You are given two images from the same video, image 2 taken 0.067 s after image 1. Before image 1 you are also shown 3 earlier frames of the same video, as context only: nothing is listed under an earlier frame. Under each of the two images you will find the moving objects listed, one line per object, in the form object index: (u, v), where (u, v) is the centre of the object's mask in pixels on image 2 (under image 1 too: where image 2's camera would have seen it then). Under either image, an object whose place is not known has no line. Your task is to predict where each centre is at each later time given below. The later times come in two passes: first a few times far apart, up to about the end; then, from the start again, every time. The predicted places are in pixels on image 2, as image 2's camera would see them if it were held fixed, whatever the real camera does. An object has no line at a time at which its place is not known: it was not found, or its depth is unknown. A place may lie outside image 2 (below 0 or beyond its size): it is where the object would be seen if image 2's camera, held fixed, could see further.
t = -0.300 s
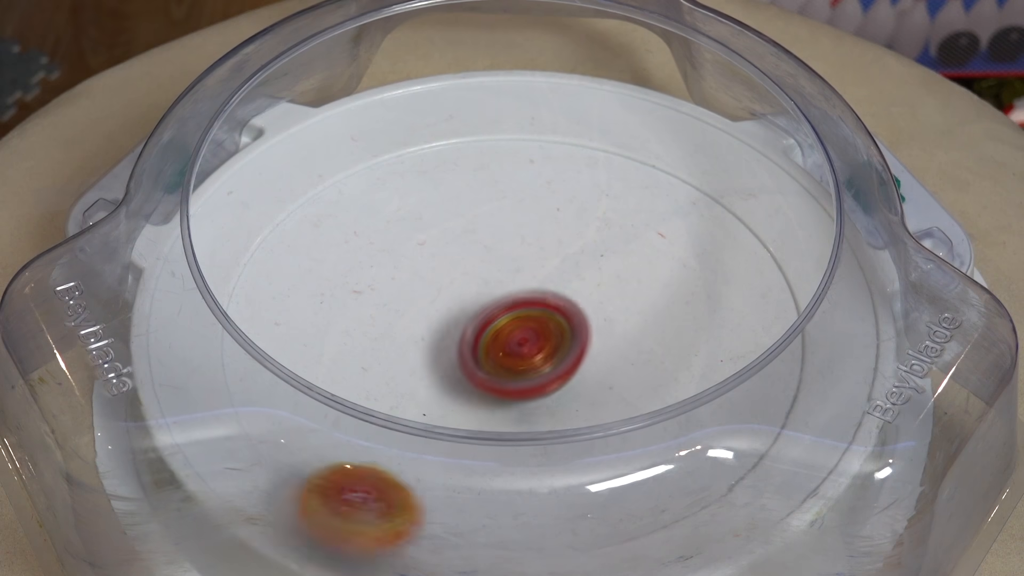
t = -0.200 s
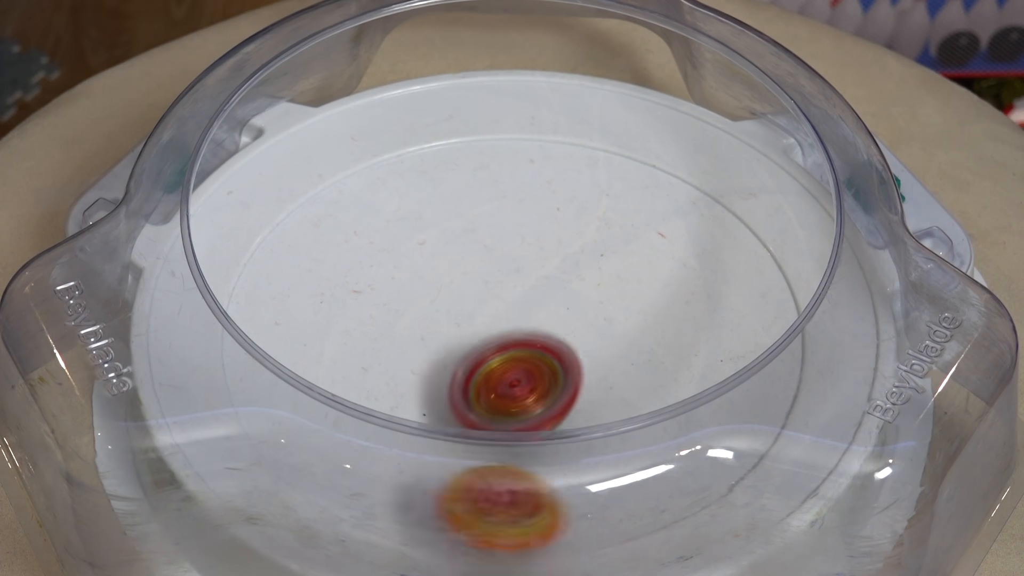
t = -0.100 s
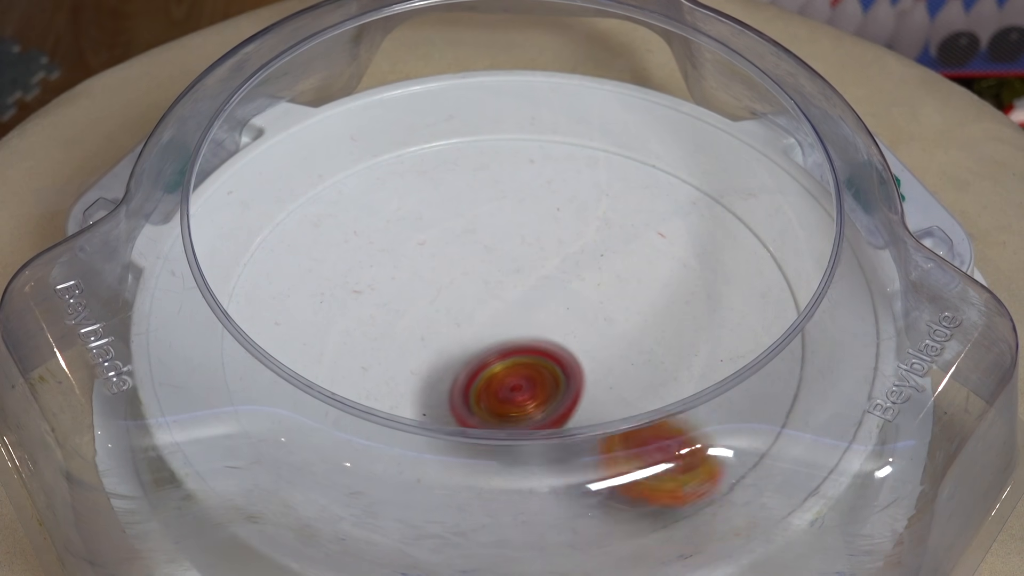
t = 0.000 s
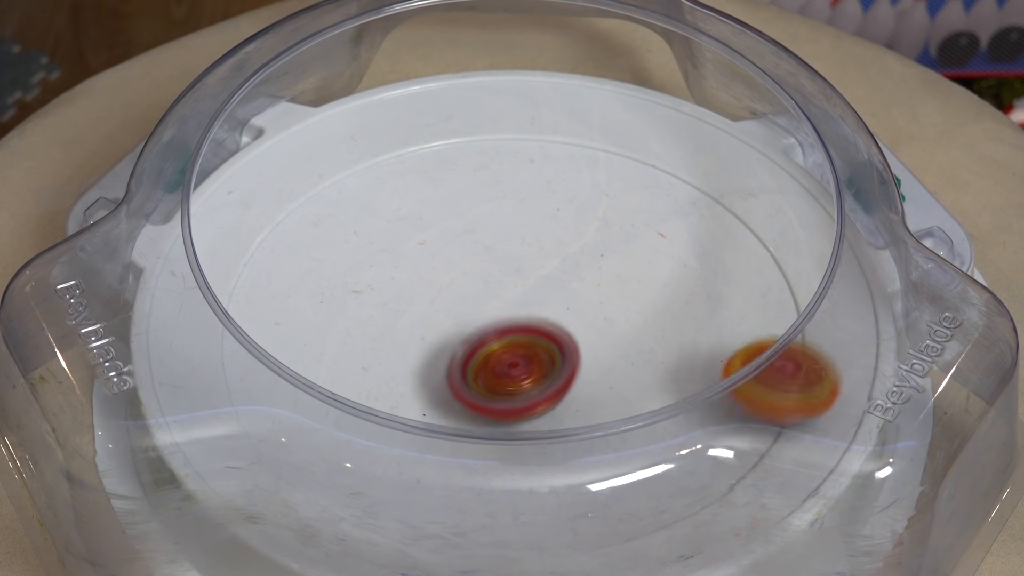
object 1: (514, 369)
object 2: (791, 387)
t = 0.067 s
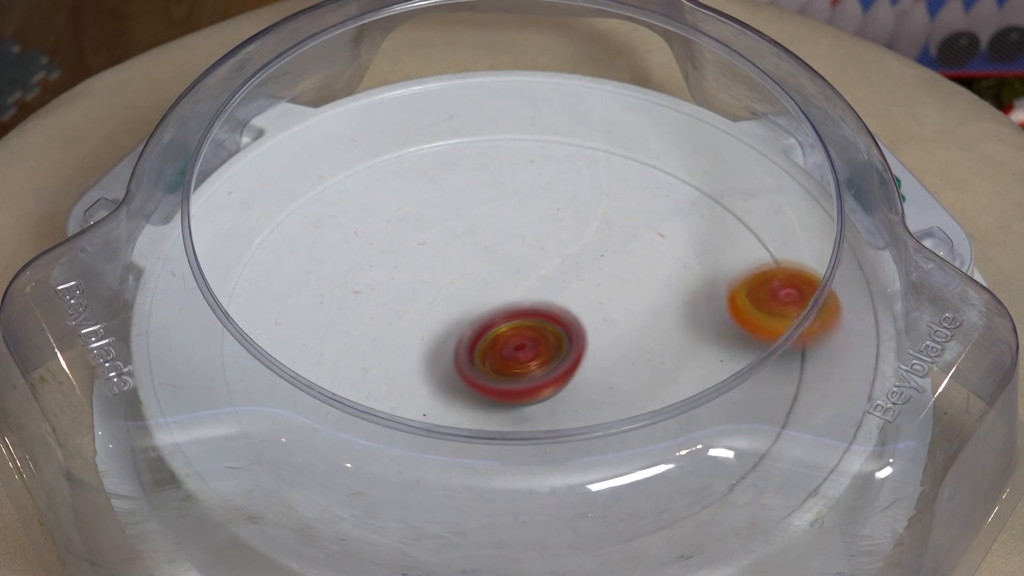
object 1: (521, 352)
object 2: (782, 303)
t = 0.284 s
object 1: (552, 342)
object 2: (487, 117)
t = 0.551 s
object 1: (576, 376)
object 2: (357, 472)
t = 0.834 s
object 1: (550, 383)
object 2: (734, 198)
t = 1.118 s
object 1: (522, 376)
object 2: (358, 191)
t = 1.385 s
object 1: (576, 427)
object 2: (455, 412)
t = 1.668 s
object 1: (773, 378)
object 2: (624, 270)
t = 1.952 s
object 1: (661, 283)
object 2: (421, 189)
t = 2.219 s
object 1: (439, 322)
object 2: (454, 477)
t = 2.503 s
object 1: (450, 471)
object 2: (775, 363)
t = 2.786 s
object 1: (667, 388)
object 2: (548, 165)
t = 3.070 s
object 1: (447, 250)
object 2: (308, 342)
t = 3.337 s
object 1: (305, 329)
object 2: (581, 502)
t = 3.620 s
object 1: (526, 431)
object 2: (685, 240)
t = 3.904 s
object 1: (620, 238)
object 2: (351, 192)
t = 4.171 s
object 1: (418, 179)
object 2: (302, 422)
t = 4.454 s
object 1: (371, 356)
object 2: (705, 391)
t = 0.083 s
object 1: (523, 350)
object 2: (772, 282)
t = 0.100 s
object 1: (525, 345)
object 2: (767, 263)
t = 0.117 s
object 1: (528, 342)
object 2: (755, 242)
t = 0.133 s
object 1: (530, 341)
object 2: (741, 221)
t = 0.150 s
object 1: (532, 339)
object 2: (724, 201)
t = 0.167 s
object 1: (534, 338)
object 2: (705, 180)
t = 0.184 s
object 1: (535, 337)
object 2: (684, 161)
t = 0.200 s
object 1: (538, 336)
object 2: (662, 142)
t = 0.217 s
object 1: (540, 335)
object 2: (630, 130)
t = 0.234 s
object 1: (542, 338)
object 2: (594, 123)
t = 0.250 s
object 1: (545, 337)
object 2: (558, 120)
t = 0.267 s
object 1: (549, 339)
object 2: (522, 121)
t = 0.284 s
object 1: (552, 342)
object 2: (487, 117)
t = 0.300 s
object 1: (554, 342)
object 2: (450, 118)
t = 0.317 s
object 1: (557, 344)
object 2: (415, 126)
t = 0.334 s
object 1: (559, 347)
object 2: (380, 139)
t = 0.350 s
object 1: (562, 349)
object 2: (349, 153)
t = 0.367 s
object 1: (564, 351)
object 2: (320, 172)
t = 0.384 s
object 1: (567, 354)
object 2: (293, 194)
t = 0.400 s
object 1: (570, 357)
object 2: (271, 218)
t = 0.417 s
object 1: (572, 359)
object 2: (254, 244)
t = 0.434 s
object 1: (573, 361)
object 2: (250, 273)
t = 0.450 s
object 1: (574, 364)
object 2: (241, 303)
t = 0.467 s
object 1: (576, 367)
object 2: (245, 332)
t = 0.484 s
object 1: (577, 369)
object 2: (249, 368)
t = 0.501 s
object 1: (577, 371)
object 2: (261, 403)
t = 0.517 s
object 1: (577, 373)
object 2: (289, 428)
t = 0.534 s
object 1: (577, 374)
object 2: (320, 451)
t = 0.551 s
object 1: (576, 376)
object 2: (357, 472)
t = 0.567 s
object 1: (575, 378)
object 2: (396, 491)
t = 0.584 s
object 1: (574, 379)
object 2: (443, 503)
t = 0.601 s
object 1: (573, 380)
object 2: (488, 508)
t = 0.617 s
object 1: (571, 381)
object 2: (538, 510)
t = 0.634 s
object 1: (569, 381)
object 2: (586, 505)
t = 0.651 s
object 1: (567, 382)
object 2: (629, 495)
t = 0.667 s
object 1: (565, 382)
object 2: (674, 478)
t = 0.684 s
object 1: (564, 383)
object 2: (713, 455)
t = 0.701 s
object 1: (562, 383)
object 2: (746, 433)
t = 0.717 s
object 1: (560, 383)
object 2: (771, 408)
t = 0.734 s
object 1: (558, 384)
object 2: (788, 374)
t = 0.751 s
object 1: (556, 384)
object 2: (794, 341)
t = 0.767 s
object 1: (555, 384)
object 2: (795, 309)
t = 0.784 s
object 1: (554, 384)
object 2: (782, 276)
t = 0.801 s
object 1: (553, 384)
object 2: (778, 247)
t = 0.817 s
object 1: (551, 383)
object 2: (761, 221)
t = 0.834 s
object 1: (550, 383)
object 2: (734, 198)
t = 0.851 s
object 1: (550, 382)
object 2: (705, 173)
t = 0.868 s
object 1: (549, 382)
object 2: (676, 152)
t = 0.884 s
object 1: (548, 381)
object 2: (642, 133)
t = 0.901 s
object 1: (547, 381)
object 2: (605, 116)
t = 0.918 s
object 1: (545, 381)
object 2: (567, 102)
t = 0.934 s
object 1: (544, 381)
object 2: (530, 90)
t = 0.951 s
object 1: (543, 381)
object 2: (496, 79)
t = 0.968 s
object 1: (541, 381)
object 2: (460, 68)
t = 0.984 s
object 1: (539, 381)
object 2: (429, 60)
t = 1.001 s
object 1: (539, 381)
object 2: (401, 58)
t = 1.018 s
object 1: (537, 381)
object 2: (393, 71)
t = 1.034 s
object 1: (535, 381)
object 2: (386, 90)
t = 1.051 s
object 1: (533, 381)
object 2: (379, 110)
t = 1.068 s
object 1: (530, 379)
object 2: (373, 128)
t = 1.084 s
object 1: (528, 378)
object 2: (367, 147)
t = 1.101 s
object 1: (526, 377)
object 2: (362, 170)
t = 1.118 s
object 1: (522, 376)
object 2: (358, 191)
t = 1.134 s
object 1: (518, 375)
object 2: (357, 213)
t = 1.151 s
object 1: (514, 374)
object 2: (357, 238)
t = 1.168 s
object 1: (510, 373)
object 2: (359, 263)
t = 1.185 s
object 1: (506, 372)
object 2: (364, 287)
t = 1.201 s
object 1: (502, 371)
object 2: (371, 311)
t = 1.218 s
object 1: (498, 371)
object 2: (381, 337)
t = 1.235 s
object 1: (502, 370)
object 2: (385, 352)
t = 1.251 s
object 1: (511, 373)
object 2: (387, 359)
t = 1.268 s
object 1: (520, 381)
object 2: (389, 366)
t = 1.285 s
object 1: (532, 389)
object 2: (394, 372)
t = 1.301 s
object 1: (539, 397)
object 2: (400, 377)
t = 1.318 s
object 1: (547, 410)
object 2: (409, 382)
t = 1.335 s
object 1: (555, 418)
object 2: (419, 387)
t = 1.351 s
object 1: (562, 421)
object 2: (431, 392)
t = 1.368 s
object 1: (569, 428)
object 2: (440, 406)
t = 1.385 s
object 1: (576, 427)
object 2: (455, 412)
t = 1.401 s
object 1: (585, 426)
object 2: (467, 416)
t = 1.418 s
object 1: (599, 439)
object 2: (479, 398)
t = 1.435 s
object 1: (615, 442)
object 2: (490, 396)
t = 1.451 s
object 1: (629, 444)
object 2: (501, 397)
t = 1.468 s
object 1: (642, 443)
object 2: (511, 397)
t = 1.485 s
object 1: (655, 440)
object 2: (523, 394)
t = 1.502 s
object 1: (670, 435)
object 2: (538, 391)
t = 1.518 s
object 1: (681, 430)
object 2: (551, 389)
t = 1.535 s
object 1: (691, 426)
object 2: (566, 384)
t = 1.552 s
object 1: (700, 416)
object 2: (580, 380)
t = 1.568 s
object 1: (709, 410)
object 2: (596, 373)
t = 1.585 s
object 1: (715, 399)
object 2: (609, 366)
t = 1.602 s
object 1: (715, 384)
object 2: (622, 357)
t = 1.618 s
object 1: (725, 377)
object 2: (632, 345)
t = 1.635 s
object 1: (740, 369)
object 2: (635, 321)
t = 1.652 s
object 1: (760, 378)
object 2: (630, 294)
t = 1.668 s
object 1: (773, 378)
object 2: (624, 270)
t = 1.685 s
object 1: (773, 368)
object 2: (619, 246)
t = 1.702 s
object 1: (773, 362)
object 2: (614, 224)
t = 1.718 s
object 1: (772, 361)
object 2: (607, 204)
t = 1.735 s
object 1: (771, 364)
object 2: (600, 184)
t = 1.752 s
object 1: (770, 362)
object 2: (592, 167)
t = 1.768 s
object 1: (762, 352)
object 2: (583, 152)
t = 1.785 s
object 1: (756, 346)
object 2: (573, 139)
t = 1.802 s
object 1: (747, 340)
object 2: (562, 128)
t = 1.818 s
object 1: (733, 328)
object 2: (550, 119)
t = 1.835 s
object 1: (730, 324)
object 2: (536, 118)
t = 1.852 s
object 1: (725, 319)
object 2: (520, 122)
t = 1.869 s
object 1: (716, 313)
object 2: (504, 130)
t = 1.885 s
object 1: (706, 306)
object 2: (487, 139)
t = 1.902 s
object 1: (695, 298)
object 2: (469, 149)
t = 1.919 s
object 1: (685, 293)
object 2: (453, 161)
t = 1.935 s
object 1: (674, 287)
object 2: (437, 174)
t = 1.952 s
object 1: (661, 283)
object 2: (421, 189)
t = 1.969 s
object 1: (646, 278)
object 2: (408, 205)
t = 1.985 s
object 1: (633, 276)
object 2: (396, 223)
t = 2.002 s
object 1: (619, 275)
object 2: (386, 242)
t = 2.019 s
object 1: (604, 274)
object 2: (377, 262)
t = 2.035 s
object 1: (586, 275)
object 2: (371, 281)
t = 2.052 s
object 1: (570, 277)
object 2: (367, 303)
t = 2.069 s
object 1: (555, 279)
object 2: (366, 322)
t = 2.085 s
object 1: (540, 282)
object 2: (367, 342)
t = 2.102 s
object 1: (523, 286)
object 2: (371, 359)
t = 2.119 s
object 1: (509, 289)
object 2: (379, 372)
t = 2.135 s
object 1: (495, 295)
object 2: (385, 393)
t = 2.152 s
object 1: (483, 298)
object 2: (393, 414)
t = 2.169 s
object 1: (471, 304)
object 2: (403, 432)
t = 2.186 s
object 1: (459, 309)
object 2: (418, 446)
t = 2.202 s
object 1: (448, 315)
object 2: (434, 469)
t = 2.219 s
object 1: (439, 322)
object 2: (454, 477)
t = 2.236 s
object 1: (429, 328)
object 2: (475, 482)
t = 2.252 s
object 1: (419, 337)
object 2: (496, 488)
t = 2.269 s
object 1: (413, 344)
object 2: (519, 492)
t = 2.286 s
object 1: (406, 354)
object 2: (543, 495)
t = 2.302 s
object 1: (402, 361)
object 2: (567, 495)
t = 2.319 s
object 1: (400, 368)
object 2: (591, 494)
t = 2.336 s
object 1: (399, 373)
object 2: (615, 493)
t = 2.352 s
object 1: (402, 379)
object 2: (638, 487)
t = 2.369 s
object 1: (399, 392)
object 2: (662, 482)
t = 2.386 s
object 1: (401, 403)
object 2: (685, 471)
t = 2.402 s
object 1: (402, 413)
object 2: (704, 459)
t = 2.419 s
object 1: (409, 419)
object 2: (722, 447)
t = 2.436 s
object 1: (412, 432)
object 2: (736, 435)
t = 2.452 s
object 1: (420, 441)
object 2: (750, 421)
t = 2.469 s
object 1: (430, 451)
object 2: (762, 407)
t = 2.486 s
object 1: (441, 456)
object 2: (768, 383)
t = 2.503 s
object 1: (450, 471)
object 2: (775, 363)
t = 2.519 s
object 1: (463, 474)
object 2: (777, 341)
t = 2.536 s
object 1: (478, 476)
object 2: (781, 325)
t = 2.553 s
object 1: (497, 479)
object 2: (782, 306)
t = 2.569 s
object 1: (514, 480)
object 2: (776, 287)
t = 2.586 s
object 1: (529, 480)
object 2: (776, 271)
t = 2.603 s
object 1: (544, 480)
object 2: (770, 255)
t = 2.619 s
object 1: (560, 478)
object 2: (759, 240)
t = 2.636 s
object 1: (577, 476)
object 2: (746, 226)
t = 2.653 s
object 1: (597, 472)
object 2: (731, 214)
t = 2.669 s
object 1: (614, 469)
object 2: (713, 202)
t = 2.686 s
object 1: (629, 463)
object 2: (693, 192)
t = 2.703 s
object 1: (639, 447)
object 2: (672, 183)
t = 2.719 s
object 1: (649, 439)
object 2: (649, 176)
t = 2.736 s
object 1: (658, 426)
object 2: (626, 170)
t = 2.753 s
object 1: (666, 420)
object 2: (601, 167)
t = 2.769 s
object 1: (666, 400)
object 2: (574, 165)
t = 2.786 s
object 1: (667, 388)
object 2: (548, 165)
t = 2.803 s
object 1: (661, 371)
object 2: (523, 166)
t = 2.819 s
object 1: (661, 364)
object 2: (497, 169)
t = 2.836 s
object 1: (657, 355)
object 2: (474, 174)
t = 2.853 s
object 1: (649, 345)
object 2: (450, 179)
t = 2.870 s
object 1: (639, 333)
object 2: (428, 187)
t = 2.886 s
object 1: (629, 323)
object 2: (407, 196)
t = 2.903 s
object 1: (616, 314)
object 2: (387, 205)
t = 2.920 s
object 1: (601, 304)
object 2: (368, 217)
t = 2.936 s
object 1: (584, 295)
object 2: (353, 227)
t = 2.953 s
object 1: (566, 286)
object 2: (338, 241)
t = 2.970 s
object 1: (549, 278)
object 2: (325, 255)
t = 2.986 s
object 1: (534, 271)
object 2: (315, 270)
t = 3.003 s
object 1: (518, 265)
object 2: (306, 286)
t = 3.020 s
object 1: (500, 262)
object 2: (301, 301)
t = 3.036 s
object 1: (482, 258)
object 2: (299, 316)
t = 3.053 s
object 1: (465, 254)
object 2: (302, 329)
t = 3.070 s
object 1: (447, 250)
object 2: (308, 342)
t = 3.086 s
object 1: (431, 250)
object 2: (305, 363)
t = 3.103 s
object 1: (417, 248)
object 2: (309, 380)
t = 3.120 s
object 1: (404, 249)
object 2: (314, 400)
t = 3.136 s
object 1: (390, 253)
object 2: (324, 418)
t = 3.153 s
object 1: (377, 254)
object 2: (333, 440)
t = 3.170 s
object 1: (365, 259)
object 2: (351, 451)
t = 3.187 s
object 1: (353, 263)
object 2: (369, 461)
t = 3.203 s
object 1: (341, 268)
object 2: (387, 471)
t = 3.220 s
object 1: (332, 273)
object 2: (406, 480)
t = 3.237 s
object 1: (324, 281)
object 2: (429, 489)
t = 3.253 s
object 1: (317, 289)
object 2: (451, 499)
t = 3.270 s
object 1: (309, 298)
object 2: (477, 505)
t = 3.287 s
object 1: (303, 305)
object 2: (502, 509)
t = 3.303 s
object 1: (300, 314)
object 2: (528, 507)
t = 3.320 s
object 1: (301, 321)
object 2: (555, 506)
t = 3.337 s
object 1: (305, 329)
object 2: (581, 502)
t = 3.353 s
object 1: (309, 336)
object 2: (607, 494)
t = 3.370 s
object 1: (307, 350)
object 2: (630, 484)
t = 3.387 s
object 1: (311, 360)
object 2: (654, 474)
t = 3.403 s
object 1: (317, 370)
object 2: (674, 462)
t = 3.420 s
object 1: (323, 382)
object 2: (693, 450)
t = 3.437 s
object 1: (331, 391)
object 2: (714, 435)
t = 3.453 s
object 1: (338, 407)
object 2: (729, 423)
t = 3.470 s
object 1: (354, 414)
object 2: (734, 399)
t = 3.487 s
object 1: (370, 425)
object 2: (741, 384)
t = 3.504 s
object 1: (388, 432)
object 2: (740, 361)
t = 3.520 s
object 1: (407, 439)
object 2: (733, 339)
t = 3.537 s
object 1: (426, 444)
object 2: (736, 324)
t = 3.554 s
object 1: (445, 446)
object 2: (734, 307)
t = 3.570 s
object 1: (465, 447)
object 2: (726, 290)
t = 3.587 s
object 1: (486, 445)
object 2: (715, 272)
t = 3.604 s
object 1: (505, 445)
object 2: (701, 256)
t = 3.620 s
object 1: (526, 431)
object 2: (685, 240)
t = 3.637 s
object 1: (545, 423)
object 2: (669, 225)
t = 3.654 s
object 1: (561, 413)
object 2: (651, 211)
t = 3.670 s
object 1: (574, 396)
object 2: (631, 199)
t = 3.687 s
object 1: (589, 388)
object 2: (611, 189)
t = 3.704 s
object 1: (601, 381)
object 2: (590, 179)
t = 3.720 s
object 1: (612, 371)
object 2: (568, 171)
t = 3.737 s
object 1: (621, 360)
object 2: (547, 164)
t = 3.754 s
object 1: (628, 347)
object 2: (526, 161)
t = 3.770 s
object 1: (633, 334)
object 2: (505, 158)
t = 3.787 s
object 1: (637, 321)
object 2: (483, 157)
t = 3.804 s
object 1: (639, 310)
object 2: (463, 157)
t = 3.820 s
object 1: (639, 296)
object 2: (442, 160)
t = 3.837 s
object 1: (638, 284)
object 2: (423, 165)
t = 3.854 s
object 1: (636, 272)
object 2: (403, 170)
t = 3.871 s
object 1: (631, 257)
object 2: (385, 177)
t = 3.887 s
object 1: (626, 246)
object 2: (367, 184)
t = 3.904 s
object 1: (620, 238)
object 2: (351, 192)
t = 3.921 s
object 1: (613, 225)
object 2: (336, 202)
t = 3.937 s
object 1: (605, 219)
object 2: (322, 212)
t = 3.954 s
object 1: (595, 209)
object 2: (309, 223)
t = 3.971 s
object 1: (584, 204)
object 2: (299, 234)
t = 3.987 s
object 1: (572, 197)
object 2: (290, 247)
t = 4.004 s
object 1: (561, 190)
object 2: (283, 260)
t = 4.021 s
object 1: (548, 185)
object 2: (277, 275)
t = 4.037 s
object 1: (535, 180)
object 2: (274, 288)
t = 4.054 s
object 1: (521, 177)
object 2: (274, 302)
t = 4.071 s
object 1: (507, 175)
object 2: (278, 315)
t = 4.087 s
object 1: (492, 172)
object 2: (274, 333)
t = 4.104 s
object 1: (476, 172)
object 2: (276, 348)
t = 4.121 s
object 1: (462, 171)
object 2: (281, 362)
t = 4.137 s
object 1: (446, 173)
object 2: (284, 383)
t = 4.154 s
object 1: (433, 176)
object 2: (293, 400)
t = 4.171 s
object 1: (418, 179)
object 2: (302, 422)
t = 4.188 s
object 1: (404, 183)
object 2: (323, 436)
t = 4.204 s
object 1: (389, 188)
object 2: (344, 448)
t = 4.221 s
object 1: (376, 194)
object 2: (367, 458)
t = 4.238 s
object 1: (363, 201)
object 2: (392, 467)
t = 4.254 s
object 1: (351, 209)
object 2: (419, 474)
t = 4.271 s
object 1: (340, 219)
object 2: (446, 480)
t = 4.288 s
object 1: (330, 230)
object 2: (474, 482)
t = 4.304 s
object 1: (323, 243)
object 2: (504, 484)
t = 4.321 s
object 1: (318, 255)
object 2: (532, 482)
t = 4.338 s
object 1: (315, 269)
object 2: (560, 479)
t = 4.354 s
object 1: (315, 283)
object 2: (588, 474)
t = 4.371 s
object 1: (318, 297)
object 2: (614, 468)
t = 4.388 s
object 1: (323, 310)
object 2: (638, 459)
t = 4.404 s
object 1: (331, 322)
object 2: (658, 441)
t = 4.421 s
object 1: (343, 335)
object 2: (677, 425)
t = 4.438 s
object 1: (356, 346)
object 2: (695, 409)
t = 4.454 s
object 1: (371, 356)
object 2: (705, 391)
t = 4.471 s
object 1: (391, 364)
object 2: (716, 374)
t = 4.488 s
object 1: (411, 372)
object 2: (724, 357)
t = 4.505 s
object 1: (432, 377)
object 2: (727, 337)
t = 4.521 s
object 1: (454, 381)
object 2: (735, 323)
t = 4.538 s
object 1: (477, 384)
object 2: (740, 307)
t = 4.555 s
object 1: (498, 385)
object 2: (739, 290)
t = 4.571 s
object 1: (520, 386)
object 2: (737, 274)
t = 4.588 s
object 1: (541, 384)
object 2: (733, 259)
